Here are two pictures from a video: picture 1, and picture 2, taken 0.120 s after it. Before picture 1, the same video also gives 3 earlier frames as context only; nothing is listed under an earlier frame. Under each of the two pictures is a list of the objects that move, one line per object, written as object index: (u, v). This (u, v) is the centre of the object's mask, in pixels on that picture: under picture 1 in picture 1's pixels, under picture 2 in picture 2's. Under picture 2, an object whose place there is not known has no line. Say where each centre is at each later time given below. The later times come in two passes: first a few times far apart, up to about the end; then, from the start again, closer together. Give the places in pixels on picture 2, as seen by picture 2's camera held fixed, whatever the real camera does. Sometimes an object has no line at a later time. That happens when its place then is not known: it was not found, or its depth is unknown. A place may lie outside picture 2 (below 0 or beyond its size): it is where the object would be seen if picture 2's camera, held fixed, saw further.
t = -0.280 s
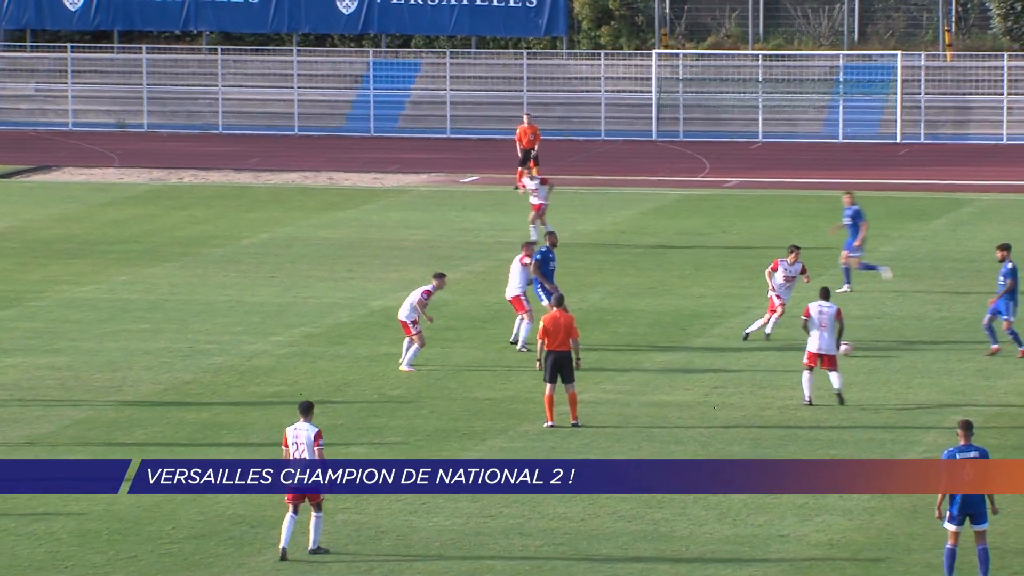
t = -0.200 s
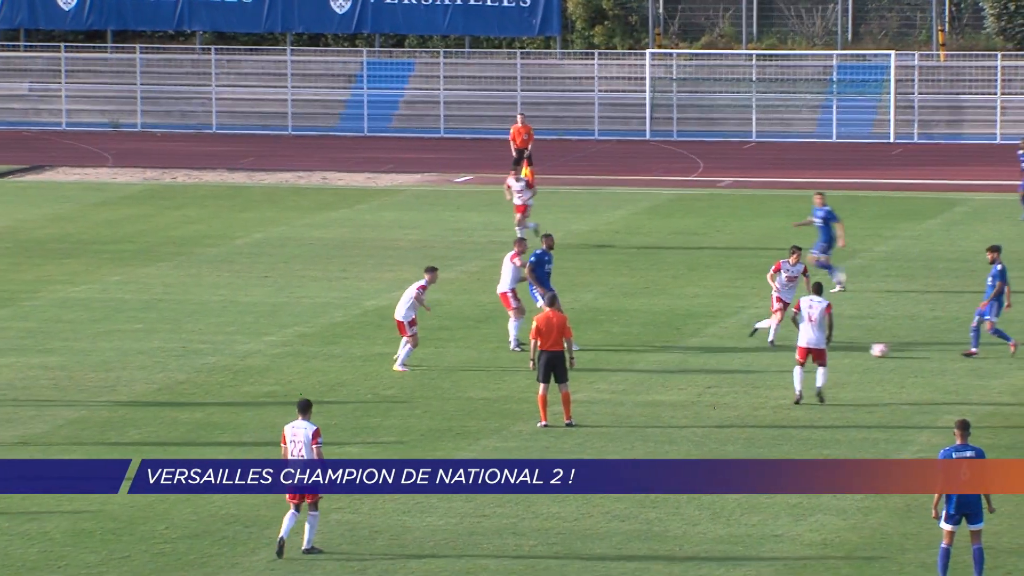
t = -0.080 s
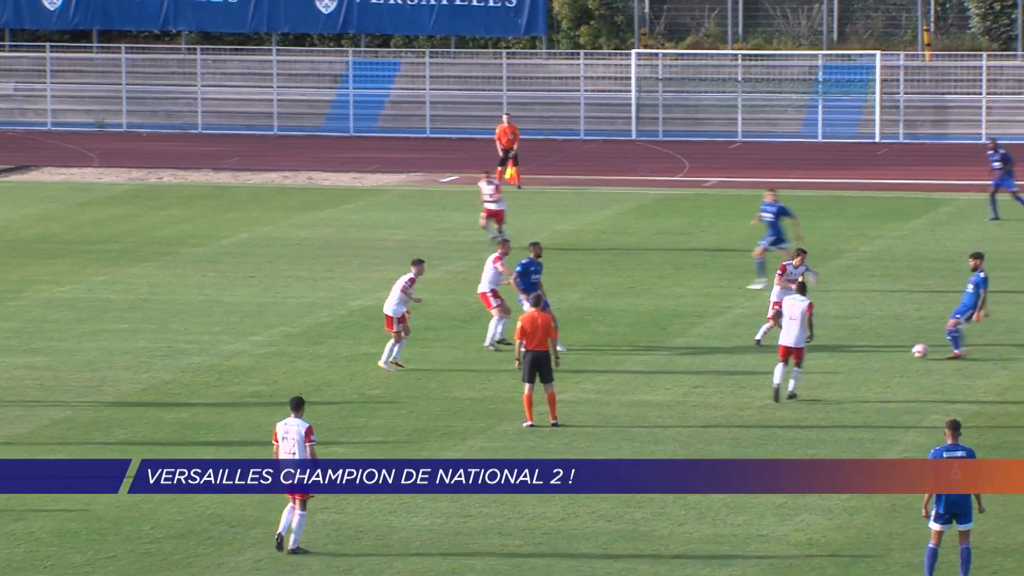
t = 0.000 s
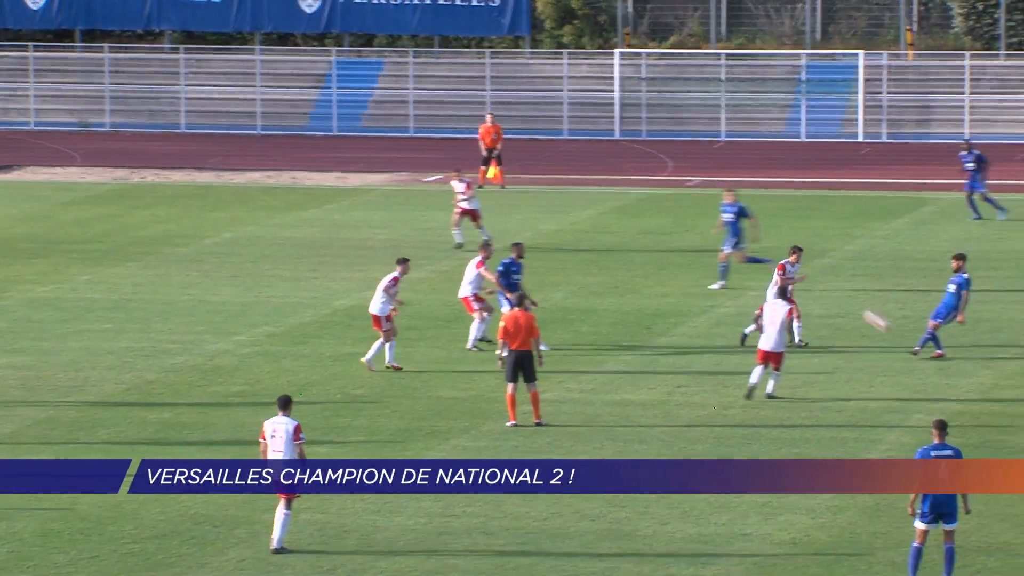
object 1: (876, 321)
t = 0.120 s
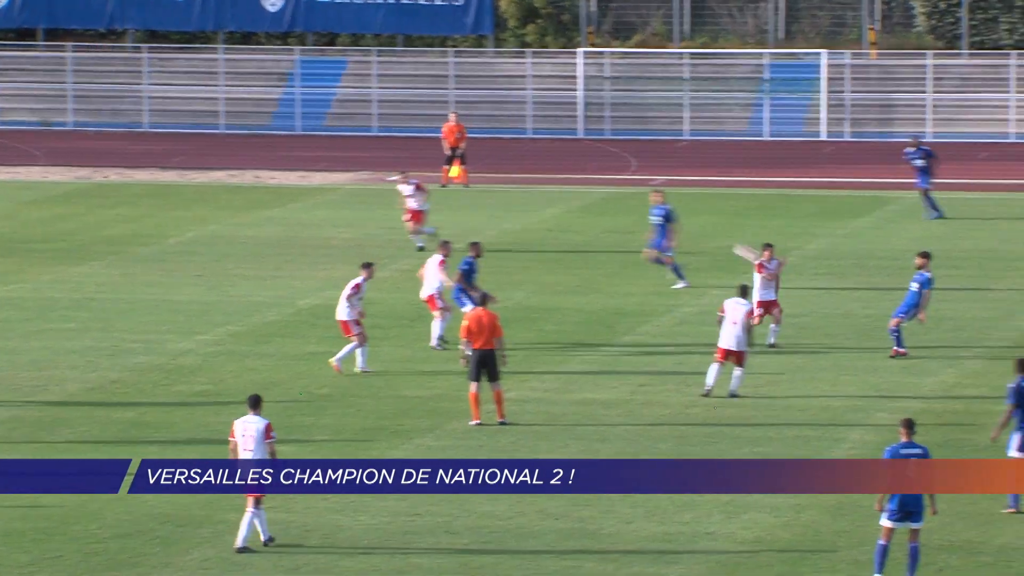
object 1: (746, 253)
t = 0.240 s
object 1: (659, 197)
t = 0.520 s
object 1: (476, 104)
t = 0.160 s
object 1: (717, 234)
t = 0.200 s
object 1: (689, 214)
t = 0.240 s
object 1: (659, 197)
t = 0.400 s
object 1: (551, 138)
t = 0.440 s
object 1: (524, 125)
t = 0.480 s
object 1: (500, 114)
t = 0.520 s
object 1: (476, 104)
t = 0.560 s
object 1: (453, 94)
